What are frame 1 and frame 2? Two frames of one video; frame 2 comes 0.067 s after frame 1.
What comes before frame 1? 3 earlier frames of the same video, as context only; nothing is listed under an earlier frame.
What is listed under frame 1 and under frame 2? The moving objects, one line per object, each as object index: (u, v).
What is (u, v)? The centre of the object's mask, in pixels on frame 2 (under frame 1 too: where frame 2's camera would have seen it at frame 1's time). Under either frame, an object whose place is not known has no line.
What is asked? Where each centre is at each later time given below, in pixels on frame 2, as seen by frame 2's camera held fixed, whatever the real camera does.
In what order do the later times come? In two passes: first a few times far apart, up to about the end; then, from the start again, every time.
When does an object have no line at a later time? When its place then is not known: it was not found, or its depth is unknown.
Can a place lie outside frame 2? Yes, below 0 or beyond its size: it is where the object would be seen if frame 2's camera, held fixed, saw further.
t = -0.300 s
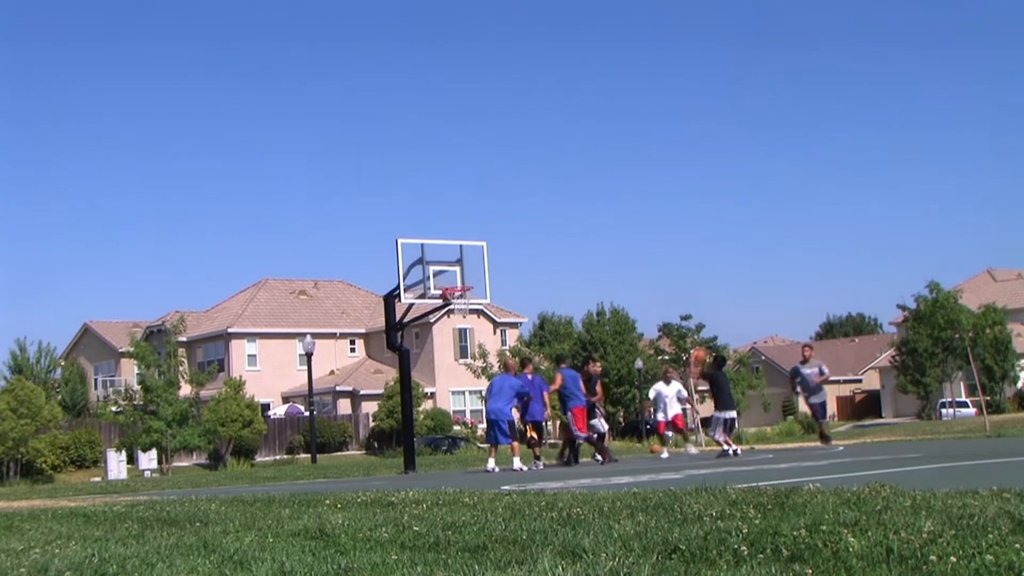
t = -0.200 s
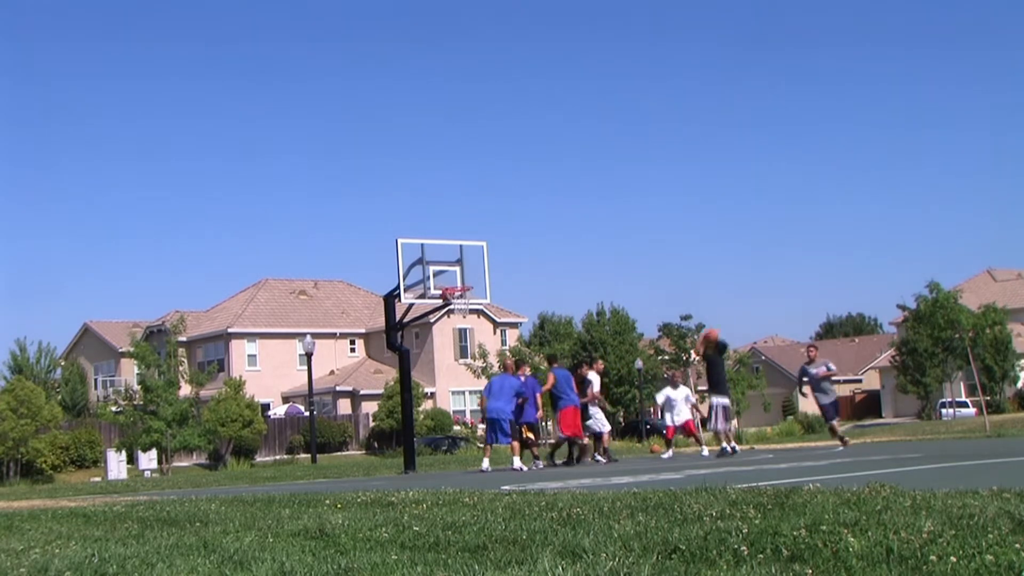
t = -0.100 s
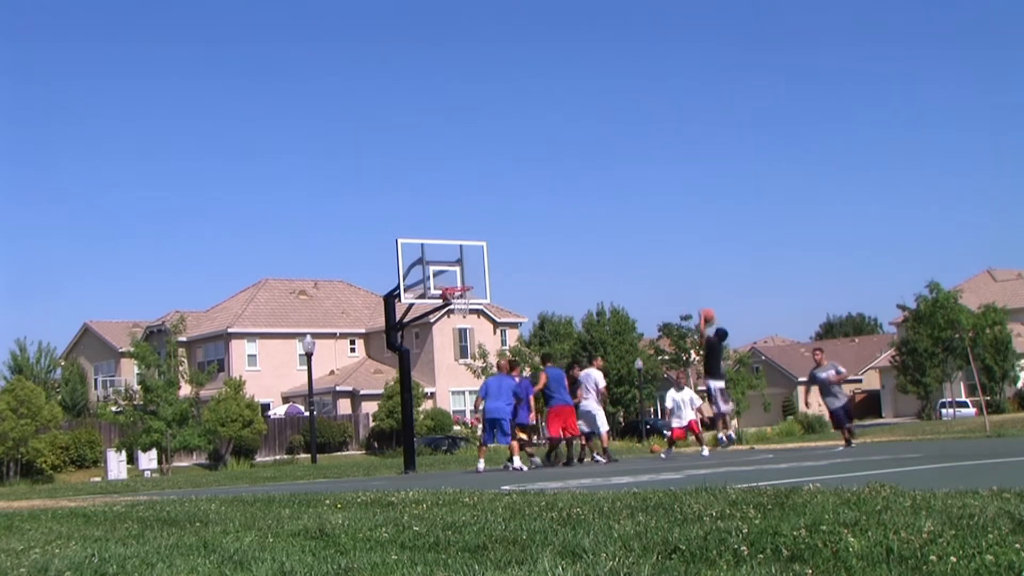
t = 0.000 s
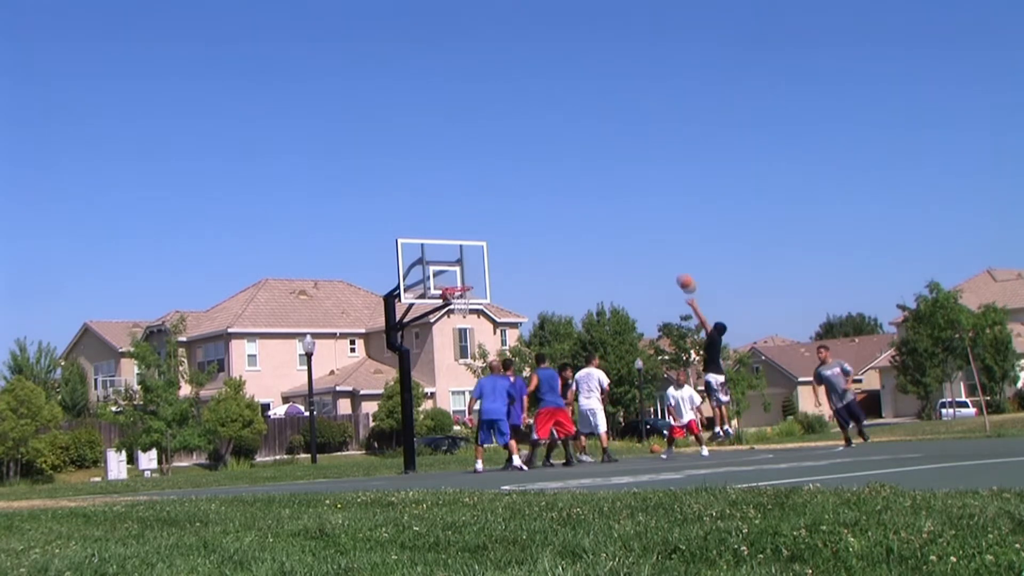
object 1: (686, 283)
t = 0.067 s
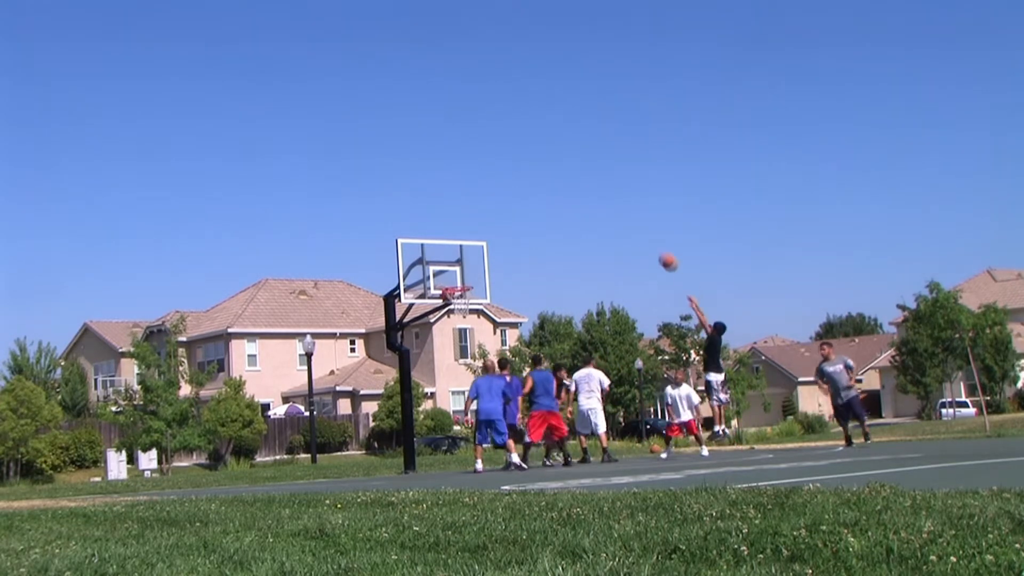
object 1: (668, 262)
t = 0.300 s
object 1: (611, 213)
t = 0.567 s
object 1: (552, 201)
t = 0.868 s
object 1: (495, 239)
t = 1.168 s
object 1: (466, 264)
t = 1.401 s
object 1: (487, 249)
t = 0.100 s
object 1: (660, 253)
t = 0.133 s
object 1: (651, 244)
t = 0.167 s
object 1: (643, 236)
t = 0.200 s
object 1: (635, 229)
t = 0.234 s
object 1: (626, 223)
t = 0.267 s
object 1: (618, 217)
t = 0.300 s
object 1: (611, 213)
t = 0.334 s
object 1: (603, 209)
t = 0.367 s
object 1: (595, 205)
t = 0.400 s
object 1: (588, 203)
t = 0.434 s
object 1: (581, 201)
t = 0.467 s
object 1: (573, 200)
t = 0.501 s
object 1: (566, 200)
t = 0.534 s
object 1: (559, 200)
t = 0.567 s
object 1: (552, 201)
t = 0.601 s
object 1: (546, 203)
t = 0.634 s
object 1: (539, 205)
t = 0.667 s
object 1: (533, 208)
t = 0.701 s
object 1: (526, 212)
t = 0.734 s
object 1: (520, 216)
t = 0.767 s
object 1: (513, 221)
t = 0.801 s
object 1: (507, 227)
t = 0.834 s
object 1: (501, 233)
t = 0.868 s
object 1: (495, 239)
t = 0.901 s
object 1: (490, 247)
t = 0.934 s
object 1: (483, 254)
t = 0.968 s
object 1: (477, 263)
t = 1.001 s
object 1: (472, 272)
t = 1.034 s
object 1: (468, 280)
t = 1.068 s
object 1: (465, 280)
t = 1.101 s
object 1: (463, 274)
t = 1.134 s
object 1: (463, 269)
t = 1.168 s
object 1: (466, 264)
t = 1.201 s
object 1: (468, 260)
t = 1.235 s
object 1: (471, 257)
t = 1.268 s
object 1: (474, 254)
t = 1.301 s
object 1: (477, 252)
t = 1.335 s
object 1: (480, 251)
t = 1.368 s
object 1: (484, 250)
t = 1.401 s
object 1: (487, 249)
